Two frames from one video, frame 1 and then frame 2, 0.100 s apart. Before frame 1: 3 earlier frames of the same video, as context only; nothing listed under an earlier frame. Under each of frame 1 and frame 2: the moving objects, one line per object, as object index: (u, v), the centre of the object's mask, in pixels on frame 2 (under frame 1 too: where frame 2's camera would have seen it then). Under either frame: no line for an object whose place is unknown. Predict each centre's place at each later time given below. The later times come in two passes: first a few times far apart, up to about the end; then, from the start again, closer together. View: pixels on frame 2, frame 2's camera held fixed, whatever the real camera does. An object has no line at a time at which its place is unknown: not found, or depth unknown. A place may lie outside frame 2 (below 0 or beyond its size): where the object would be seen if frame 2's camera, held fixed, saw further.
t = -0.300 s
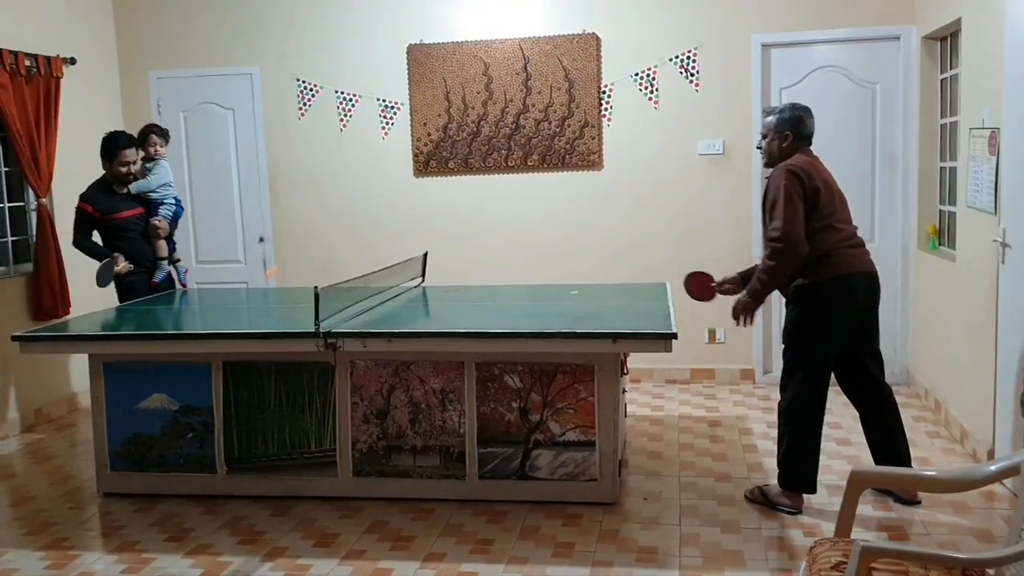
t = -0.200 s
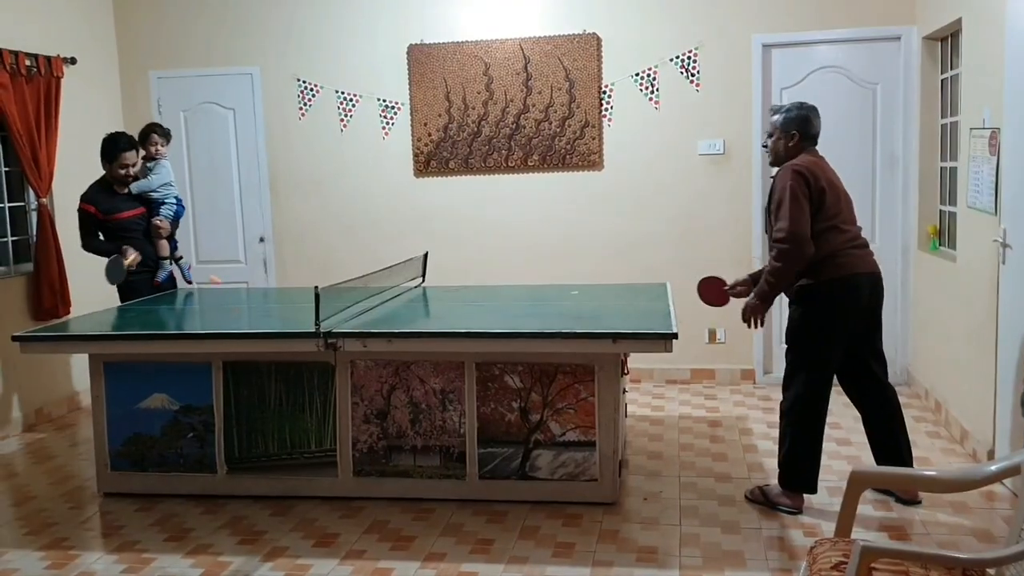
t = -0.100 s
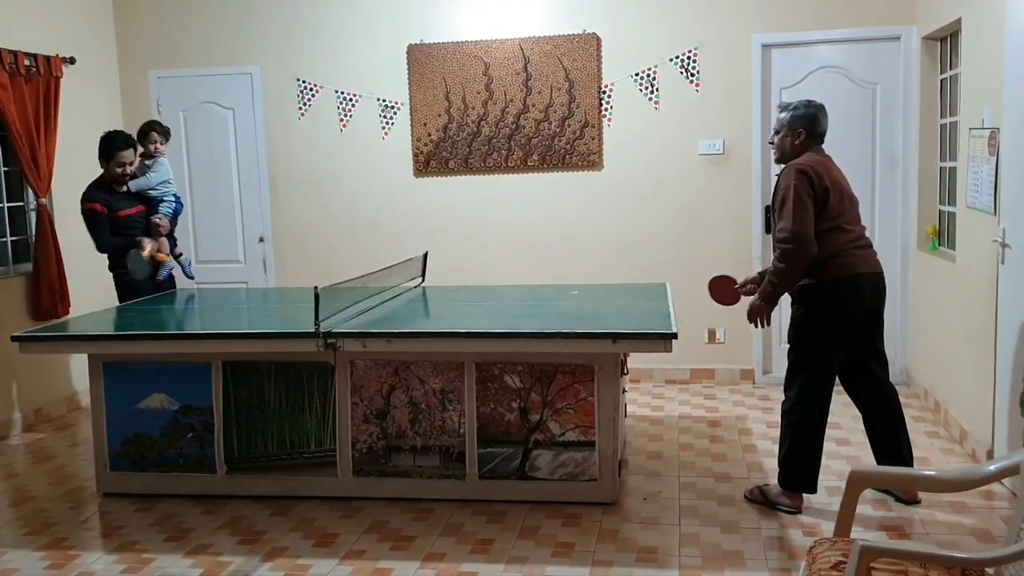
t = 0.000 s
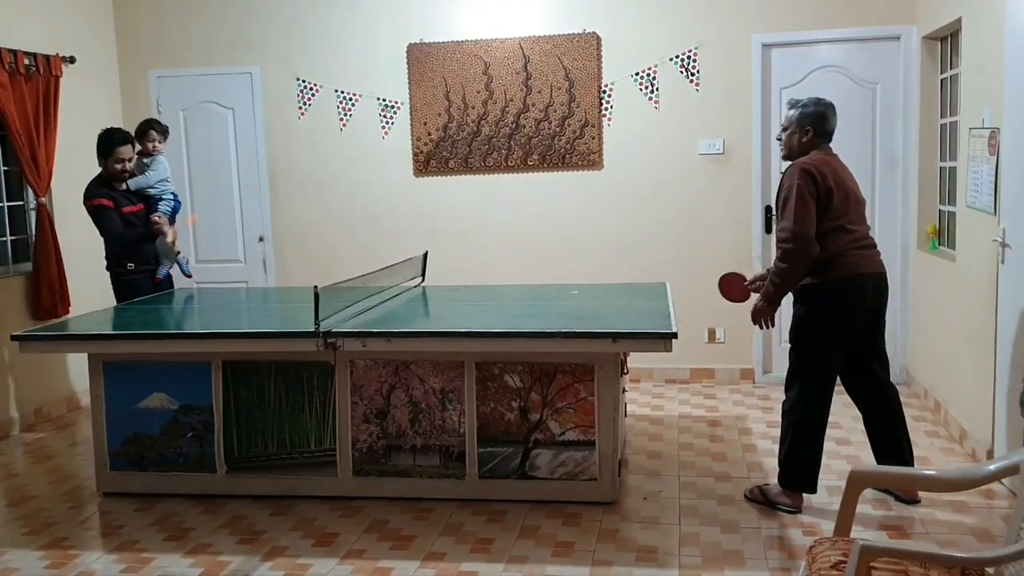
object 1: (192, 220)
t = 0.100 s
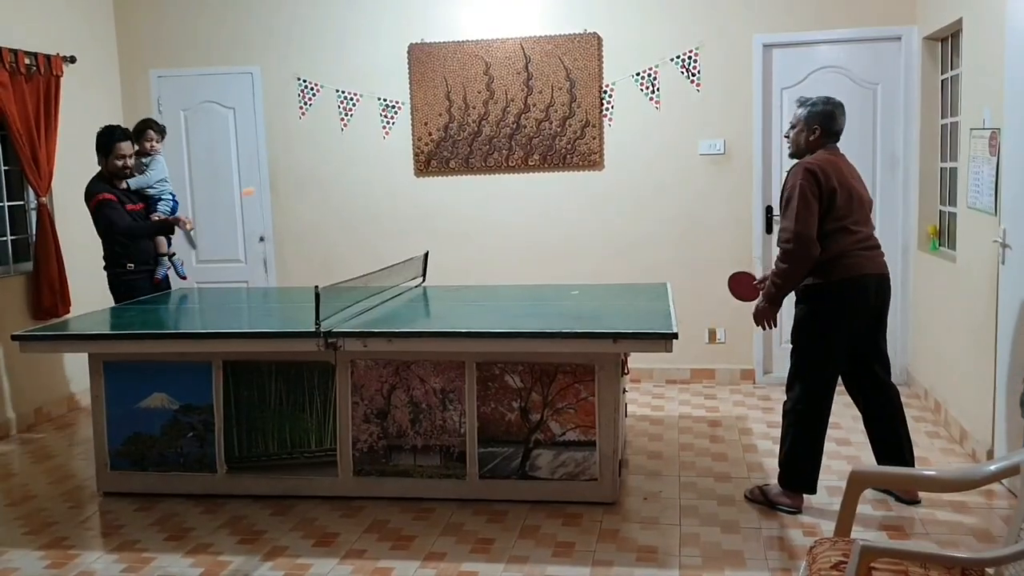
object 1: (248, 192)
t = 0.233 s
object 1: (322, 183)
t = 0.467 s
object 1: (454, 244)
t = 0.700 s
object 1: (542, 241)
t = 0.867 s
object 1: (580, 220)
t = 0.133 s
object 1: (267, 186)
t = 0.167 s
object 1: (285, 183)
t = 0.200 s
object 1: (303, 182)
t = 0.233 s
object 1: (322, 183)
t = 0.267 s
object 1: (340, 185)
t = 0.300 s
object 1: (359, 190)
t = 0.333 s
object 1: (379, 197)
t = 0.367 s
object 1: (397, 205)
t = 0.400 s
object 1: (417, 217)
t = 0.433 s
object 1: (436, 230)
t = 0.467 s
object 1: (454, 244)
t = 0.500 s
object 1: (474, 263)
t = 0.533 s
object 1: (491, 280)
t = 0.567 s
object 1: (512, 299)
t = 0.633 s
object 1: (527, 267)
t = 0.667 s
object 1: (535, 254)
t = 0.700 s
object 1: (542, 241)
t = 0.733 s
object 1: (549, 232)
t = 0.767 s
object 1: (557, 225)
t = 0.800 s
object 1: (565, 221)
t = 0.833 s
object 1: (572, 219)
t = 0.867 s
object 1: (580, 220)
